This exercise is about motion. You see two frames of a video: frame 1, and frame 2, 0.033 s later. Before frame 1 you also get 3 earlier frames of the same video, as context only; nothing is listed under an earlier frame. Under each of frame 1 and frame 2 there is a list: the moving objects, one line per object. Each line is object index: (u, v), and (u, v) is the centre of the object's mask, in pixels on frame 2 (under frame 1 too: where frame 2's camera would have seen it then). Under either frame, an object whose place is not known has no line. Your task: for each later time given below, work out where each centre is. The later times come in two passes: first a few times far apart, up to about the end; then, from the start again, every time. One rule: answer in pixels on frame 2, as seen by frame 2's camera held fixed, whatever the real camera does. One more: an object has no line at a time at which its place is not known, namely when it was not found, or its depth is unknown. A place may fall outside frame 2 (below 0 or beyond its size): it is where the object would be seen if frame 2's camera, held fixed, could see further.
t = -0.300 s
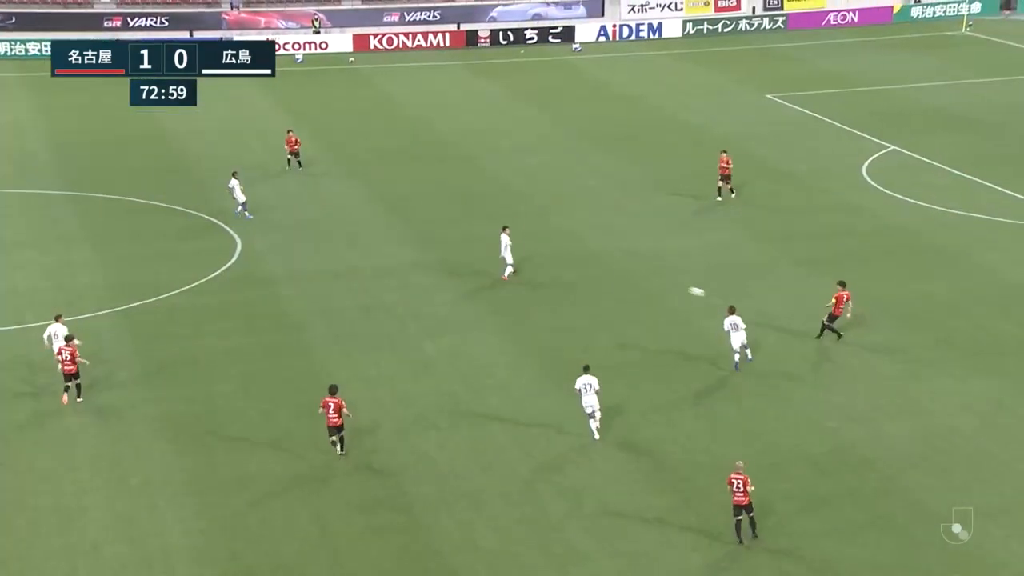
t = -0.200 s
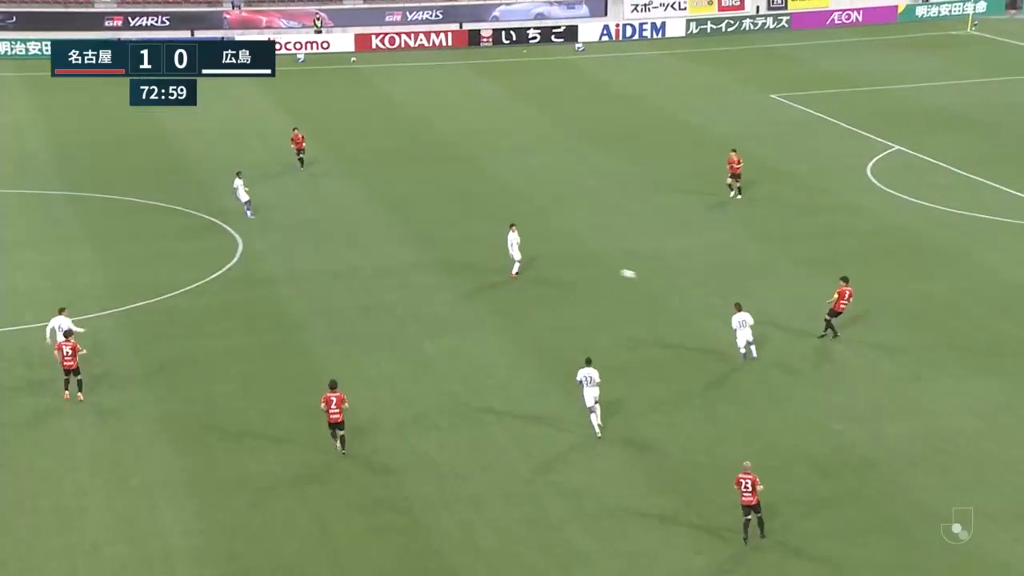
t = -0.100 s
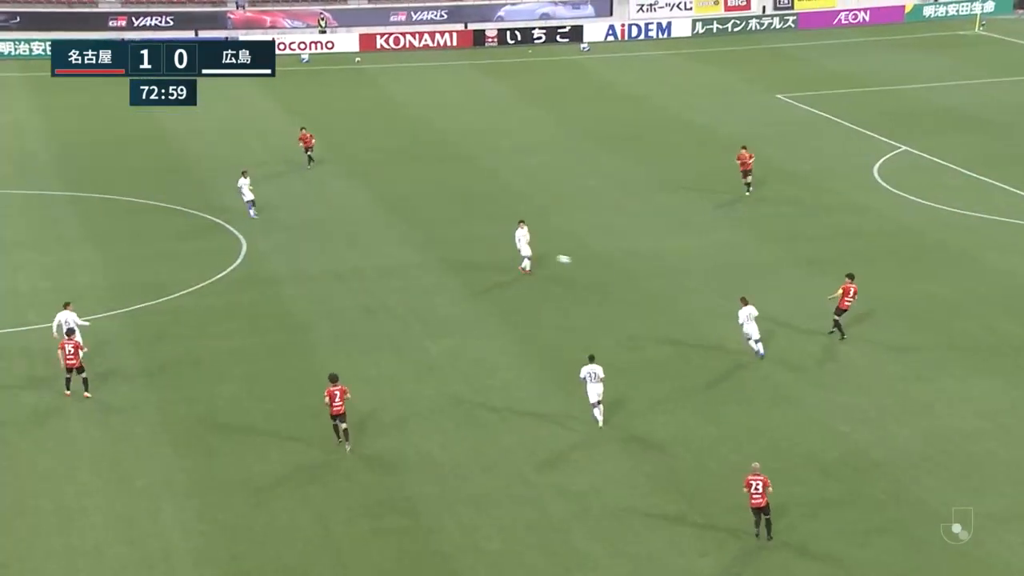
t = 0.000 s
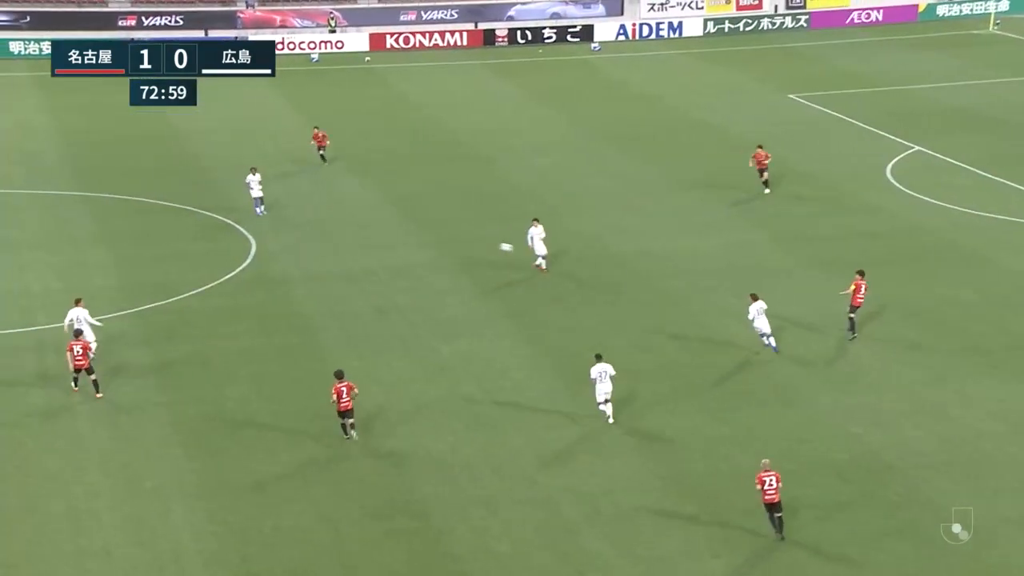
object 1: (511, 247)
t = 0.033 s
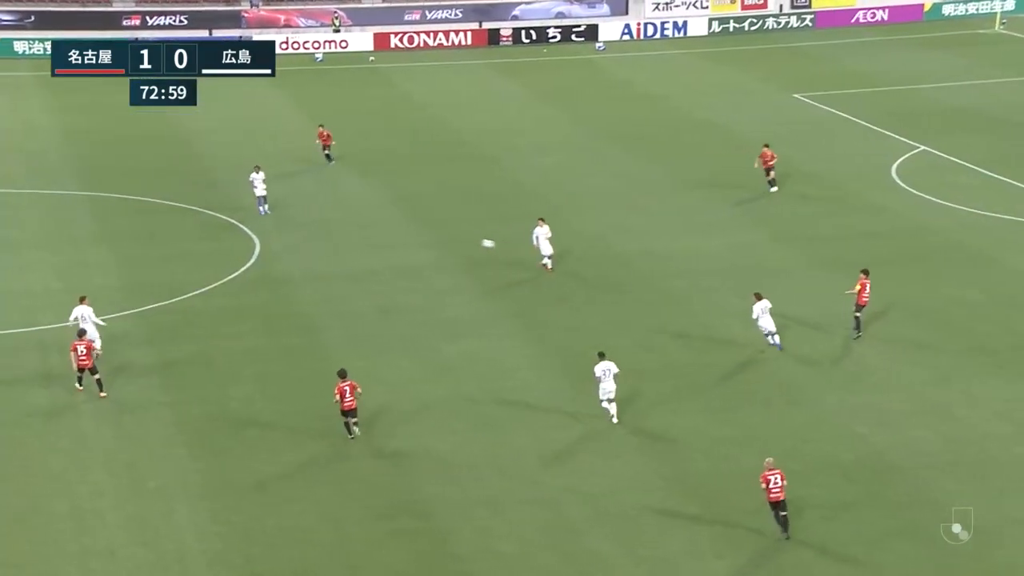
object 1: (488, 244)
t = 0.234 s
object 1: (357, 230)
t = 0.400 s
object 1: (252, 227)
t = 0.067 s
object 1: (466, 240)
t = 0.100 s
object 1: (444, 237)
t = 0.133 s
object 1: (422, 235)
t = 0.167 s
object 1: (400, 233)
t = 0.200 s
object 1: (379, 231)
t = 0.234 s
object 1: (357, 230)
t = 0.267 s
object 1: (336, 228)
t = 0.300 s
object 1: (315, 227)
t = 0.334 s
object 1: (293, 227)
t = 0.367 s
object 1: (272, 227)
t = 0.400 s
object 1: (252, 227)
